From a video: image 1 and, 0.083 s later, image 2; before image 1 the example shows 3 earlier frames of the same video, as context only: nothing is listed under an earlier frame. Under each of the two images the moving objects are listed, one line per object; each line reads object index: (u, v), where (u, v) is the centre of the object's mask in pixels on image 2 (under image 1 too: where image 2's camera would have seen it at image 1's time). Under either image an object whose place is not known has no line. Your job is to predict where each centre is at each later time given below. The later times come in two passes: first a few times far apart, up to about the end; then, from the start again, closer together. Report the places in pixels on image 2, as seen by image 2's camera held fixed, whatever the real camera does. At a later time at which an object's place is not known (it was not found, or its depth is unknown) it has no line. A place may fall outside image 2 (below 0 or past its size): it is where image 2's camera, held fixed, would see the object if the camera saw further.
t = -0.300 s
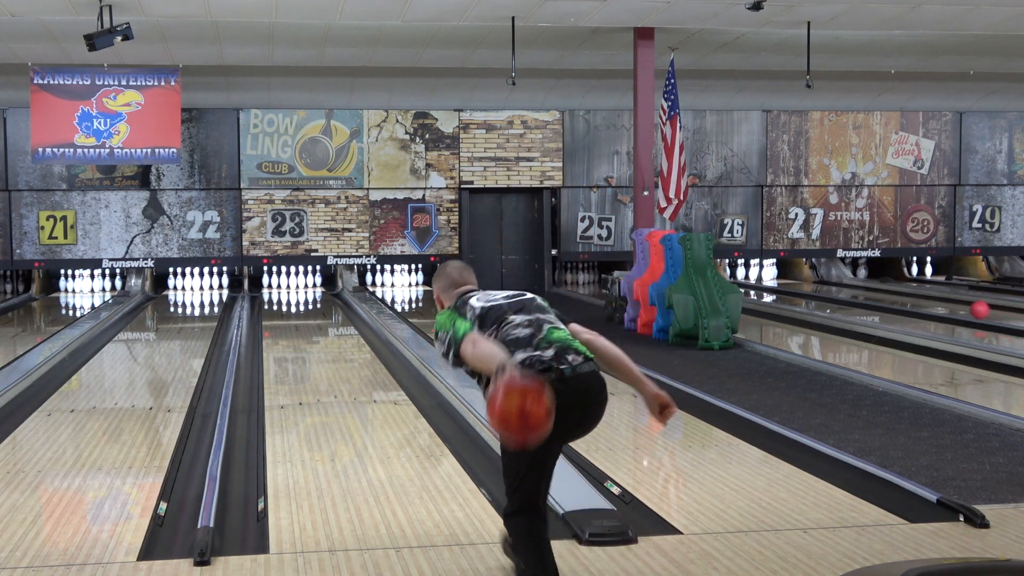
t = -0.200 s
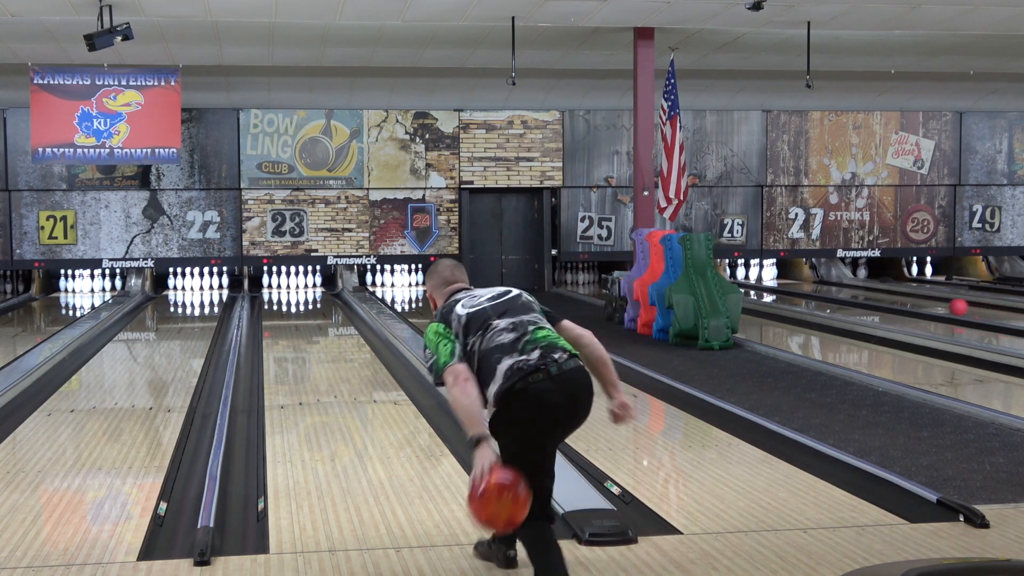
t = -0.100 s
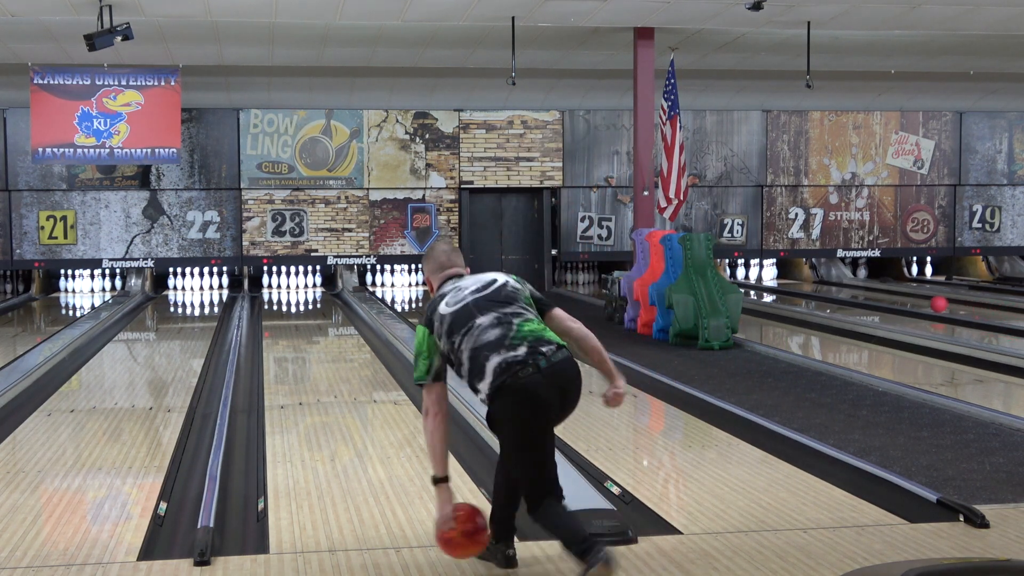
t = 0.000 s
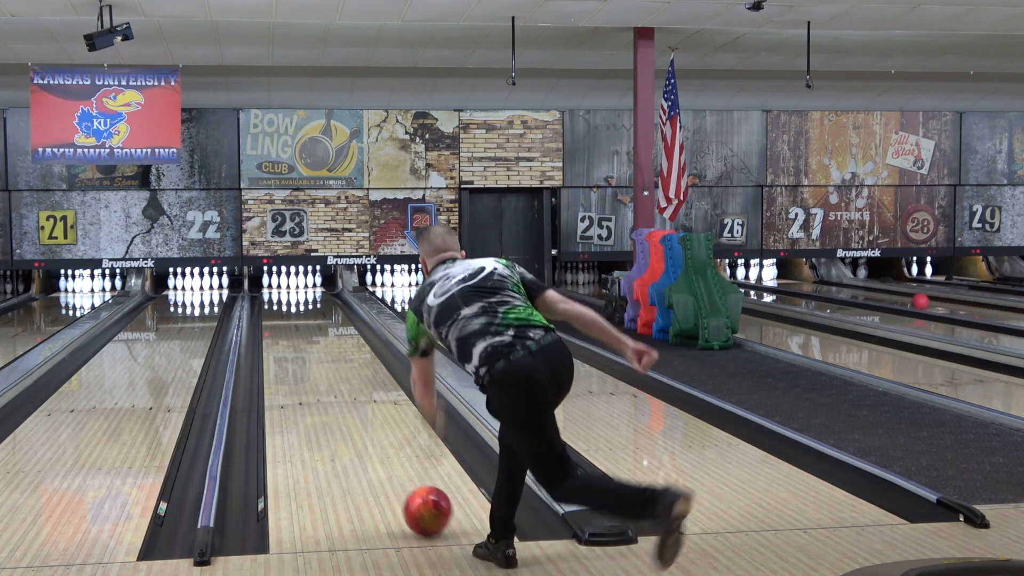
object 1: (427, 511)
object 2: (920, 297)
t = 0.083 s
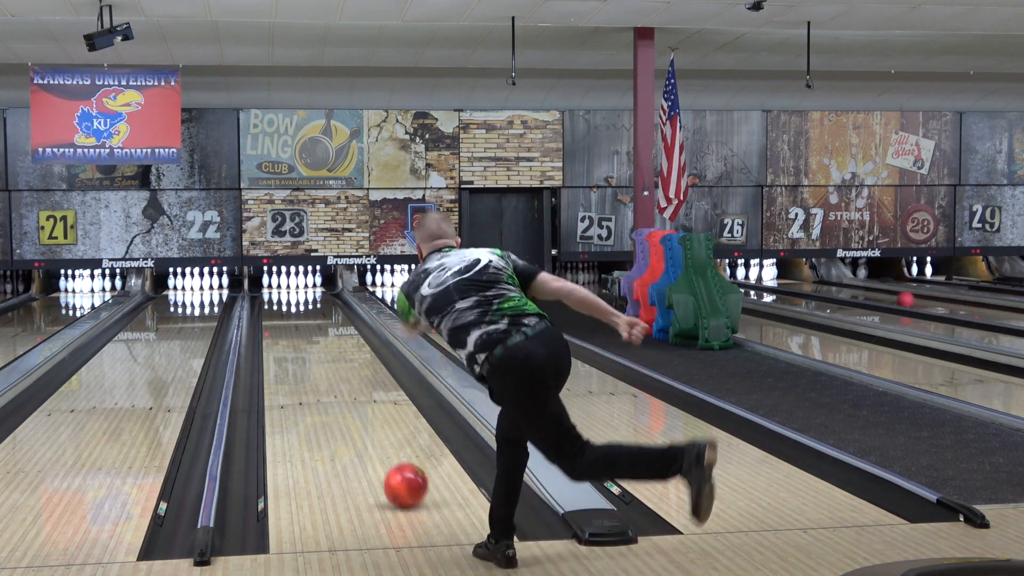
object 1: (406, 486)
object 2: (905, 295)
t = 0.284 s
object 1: (367, 436)
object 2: (873, 291)
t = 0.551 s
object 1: (334, 392)
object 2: (836, 287)
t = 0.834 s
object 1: (310, 361)
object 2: (801, 284)
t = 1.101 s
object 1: (296, 340)
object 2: (774, 283)
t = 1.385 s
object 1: (285, 323)
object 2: (751, 280)
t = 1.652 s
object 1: (278, 311)
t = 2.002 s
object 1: (274, 298)
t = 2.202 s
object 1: (276, 293)
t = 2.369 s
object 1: (280, 289)
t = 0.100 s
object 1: (402, 481)
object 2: (902, 295)
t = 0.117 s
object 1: (398, 476)
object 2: (900, 295)
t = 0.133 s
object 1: (395, 471)
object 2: (897, 295)
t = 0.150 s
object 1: (391, 467)
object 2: (895, 294)
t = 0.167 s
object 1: (388, 463)
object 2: (892, 294)
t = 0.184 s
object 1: (385, 458)
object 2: (889, 294)
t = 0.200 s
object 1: (382, 454)
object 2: (887, 294)
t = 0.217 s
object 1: (379, 451)
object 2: (884, 293)
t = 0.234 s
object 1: (376, 447)
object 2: (881, 293)
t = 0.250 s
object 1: (373, 443)
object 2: (878, 292)
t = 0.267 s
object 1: (370, 439)
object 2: (876, 292)
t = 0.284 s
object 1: (367, 436)
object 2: (873, 291)
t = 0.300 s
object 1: (364, 433)
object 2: (870, 291)
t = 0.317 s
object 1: (362, 430)
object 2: (869, 291)
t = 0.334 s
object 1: (360, 426)
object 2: (866, 291)
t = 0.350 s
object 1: (357, 423)
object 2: (864, 290)
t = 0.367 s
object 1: (355, 420)
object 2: (862, 290)
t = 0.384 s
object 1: (353, 417)
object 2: (860, 290)
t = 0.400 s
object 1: (351, 415)
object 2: (857, 290)
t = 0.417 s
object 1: (349, 412)
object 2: (855, 289)
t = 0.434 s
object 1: (346, 409)
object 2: (852, 289)
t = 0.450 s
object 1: (344, 407)
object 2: (850, 289)
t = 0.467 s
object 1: (342, 404)
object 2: (848, 288)
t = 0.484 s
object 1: (341, 401)
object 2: (845, 288)
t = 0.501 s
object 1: (339, 399)
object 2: (843, 287)
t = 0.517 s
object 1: (337, 397)
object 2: (841, 287)
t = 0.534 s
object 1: (335, 394)
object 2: (839, 287)
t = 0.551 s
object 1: (334, 392)
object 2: (836, 287)
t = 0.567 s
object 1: (332, 390)
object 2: (834, 286)
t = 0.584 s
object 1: (330, 388)
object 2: (833, 286)
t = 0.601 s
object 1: (329, 386)
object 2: (830, 286)
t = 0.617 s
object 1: (327, 384)
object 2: (828, 286)
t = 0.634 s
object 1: (326, 382)
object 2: (826, 285)
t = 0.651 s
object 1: (324, 380)
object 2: (825, 285)
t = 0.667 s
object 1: (323, 378)
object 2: (822, 285)
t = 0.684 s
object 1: (322, 376)
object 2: (820, 285)
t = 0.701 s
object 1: (320, 374)
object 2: (818, 285)
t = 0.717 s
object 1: (319, 373)
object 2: (816, 285)
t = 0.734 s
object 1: (318, 371)
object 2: (814, 285)
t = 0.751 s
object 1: (316, 369)
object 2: (812, 285)
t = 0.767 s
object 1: (315, 367)
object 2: (809, 284)
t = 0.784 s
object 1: (314, 366)
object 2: (808, 284)
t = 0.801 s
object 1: (313, 364)
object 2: (806, 284)
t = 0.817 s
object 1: (312, 363)
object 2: (804, 284)
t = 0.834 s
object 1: (310, 361)
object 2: (801, 284)
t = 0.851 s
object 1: (309, 359)
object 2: (799, 284)
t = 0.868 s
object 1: (308, 358)
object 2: (797, 284)
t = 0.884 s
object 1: (307, 357)
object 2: (795, 284)
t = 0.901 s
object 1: (306, 355)
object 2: (793, 285)
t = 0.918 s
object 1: (305, 353)
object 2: (790, 285)
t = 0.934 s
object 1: (304, 353)
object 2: (788, 285)
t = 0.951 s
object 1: (303, 351)
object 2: (786, 285)
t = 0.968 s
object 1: (302, 350)
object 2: (785, 284)
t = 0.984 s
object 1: (302, 348)
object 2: (784, 284)
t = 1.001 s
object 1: (301, 347)
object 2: (783, 284)
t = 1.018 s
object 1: (300, 346)
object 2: (781, 283)
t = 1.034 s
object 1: (299, 344)
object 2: (780, 283)
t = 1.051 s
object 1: (298, 343)
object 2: (778, 283)
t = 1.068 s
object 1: (297, 342)
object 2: (777, 283)
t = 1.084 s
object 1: (297, 341)
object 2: (776, 283)
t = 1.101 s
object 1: (296, 340)
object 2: (774, 283)
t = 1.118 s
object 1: (295, 339)
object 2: (773, 283)
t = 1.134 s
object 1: (294, 338)
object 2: (771, 283)
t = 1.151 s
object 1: (293, 337)
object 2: (771, 283)
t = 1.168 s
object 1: (293, 335)
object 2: (768, 282)
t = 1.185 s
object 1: (292, 334)
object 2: (767, 282)
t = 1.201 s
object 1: (291, 333)
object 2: (766, 282)
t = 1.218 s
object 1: (291, 332)
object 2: (766, 282)
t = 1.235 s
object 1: (290, 331)
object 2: (765, 282)
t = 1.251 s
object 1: (290, 330)
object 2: (764, 282)
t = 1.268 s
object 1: (289, 329)
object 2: (763, 282)
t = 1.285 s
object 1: (288, 328)
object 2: (762, 281)
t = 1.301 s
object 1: (288, 328)
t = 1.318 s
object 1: (287, 327)
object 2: (755, 281)
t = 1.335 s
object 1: (286, 326)
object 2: (753, 280)
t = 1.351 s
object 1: (286, 324)
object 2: (752, 280)
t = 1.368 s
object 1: (285, 324)
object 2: (751, 280)
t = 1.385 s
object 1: (285, 323)
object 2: (751, 280)
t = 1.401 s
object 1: (284, 322)
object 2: (750, 280)
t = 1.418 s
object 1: (283, 321)
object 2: (749, 280)
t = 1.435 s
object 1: (283, 320)
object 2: (748, 279)
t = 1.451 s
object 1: (283, 320)
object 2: (747, 279)
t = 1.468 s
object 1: (282, 319)
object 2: (746, 279)
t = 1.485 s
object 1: (281, 318)
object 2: (745, 279)
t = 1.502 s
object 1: (281, 317)
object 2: (744, 279)
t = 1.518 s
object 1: (281, 317)
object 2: (743, 279)
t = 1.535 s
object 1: (280, 316)
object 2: (742, 279)
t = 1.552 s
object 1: (280, 315)
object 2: (740, 278)
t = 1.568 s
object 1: (279, 314)
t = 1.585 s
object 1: (279, 313)
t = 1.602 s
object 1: (279, 313)
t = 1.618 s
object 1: (278, 312)
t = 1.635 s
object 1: (278, 311)
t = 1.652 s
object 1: (278, 311)
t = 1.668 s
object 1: (277, 310)
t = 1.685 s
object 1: (277, 310)
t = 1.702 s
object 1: (276, 309)
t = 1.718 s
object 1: (276, 308)
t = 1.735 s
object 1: (275, 308)
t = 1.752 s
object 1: (275, 307)
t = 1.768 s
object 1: (275, 307)
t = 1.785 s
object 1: (275, 306)
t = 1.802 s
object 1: (275, 305)
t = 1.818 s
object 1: (274, 305)
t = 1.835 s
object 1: (274, 304)
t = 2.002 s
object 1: (274, 298)
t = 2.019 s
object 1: (274, 298)
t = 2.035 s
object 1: (274, 297)
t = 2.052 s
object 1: (274, 297)
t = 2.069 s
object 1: (274, 296)
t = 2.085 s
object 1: (274, 296)
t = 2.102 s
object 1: (274, 296)
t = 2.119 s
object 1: (275, 295)
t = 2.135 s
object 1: (275, 294)
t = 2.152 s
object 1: (275, 294)
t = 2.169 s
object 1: (276, 294)
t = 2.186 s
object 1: (275, 293)
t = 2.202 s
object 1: (276, 293)
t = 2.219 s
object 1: (276, 293)
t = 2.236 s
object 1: (276, 292)
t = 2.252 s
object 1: (277, 291)
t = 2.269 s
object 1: (277, 291)
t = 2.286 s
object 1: (278, 291)
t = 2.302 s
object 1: (278, 290)
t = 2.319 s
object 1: (278, 290)
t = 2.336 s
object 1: (279, 290)
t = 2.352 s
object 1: (279, 289)
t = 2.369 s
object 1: (280, 289)
